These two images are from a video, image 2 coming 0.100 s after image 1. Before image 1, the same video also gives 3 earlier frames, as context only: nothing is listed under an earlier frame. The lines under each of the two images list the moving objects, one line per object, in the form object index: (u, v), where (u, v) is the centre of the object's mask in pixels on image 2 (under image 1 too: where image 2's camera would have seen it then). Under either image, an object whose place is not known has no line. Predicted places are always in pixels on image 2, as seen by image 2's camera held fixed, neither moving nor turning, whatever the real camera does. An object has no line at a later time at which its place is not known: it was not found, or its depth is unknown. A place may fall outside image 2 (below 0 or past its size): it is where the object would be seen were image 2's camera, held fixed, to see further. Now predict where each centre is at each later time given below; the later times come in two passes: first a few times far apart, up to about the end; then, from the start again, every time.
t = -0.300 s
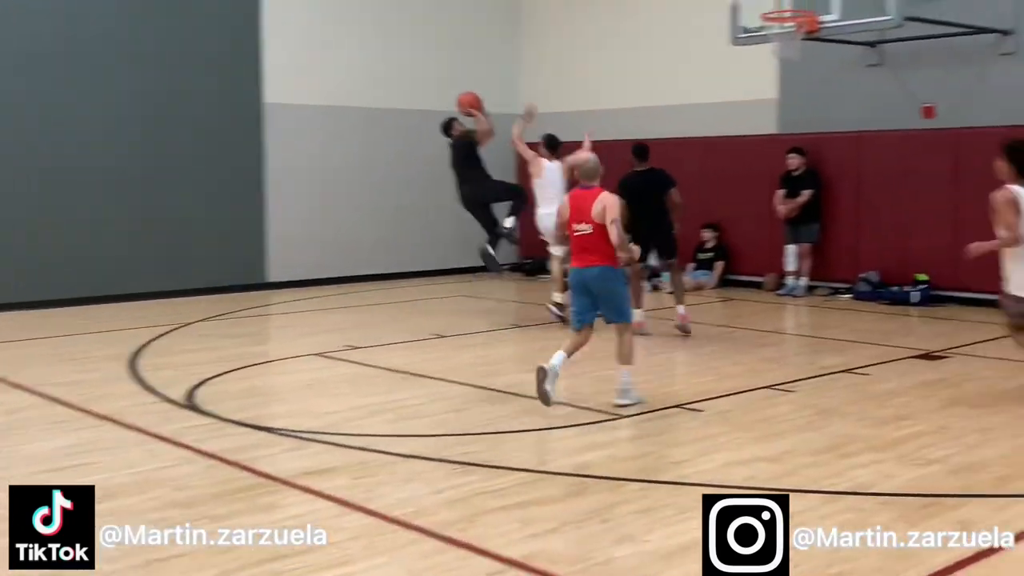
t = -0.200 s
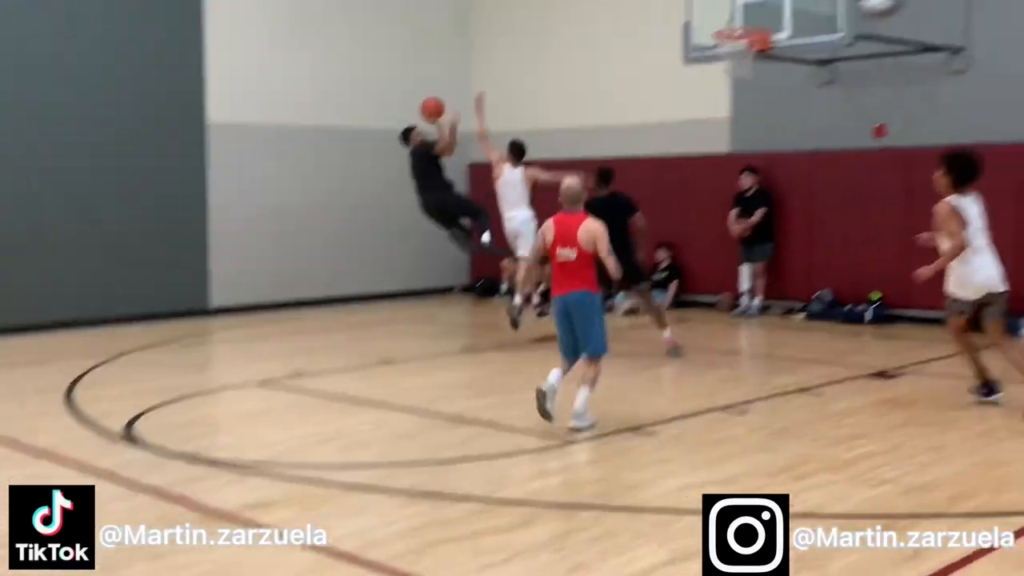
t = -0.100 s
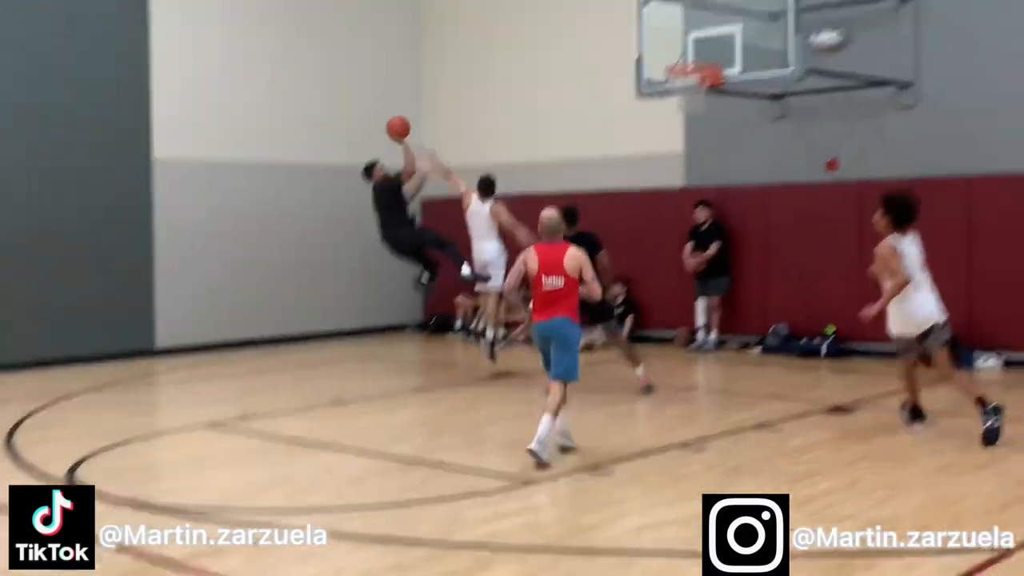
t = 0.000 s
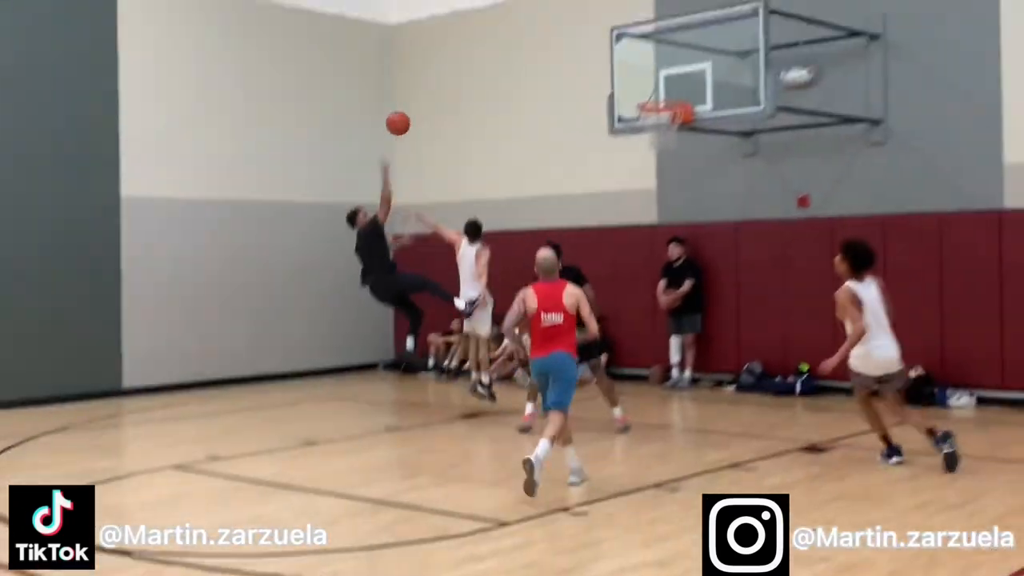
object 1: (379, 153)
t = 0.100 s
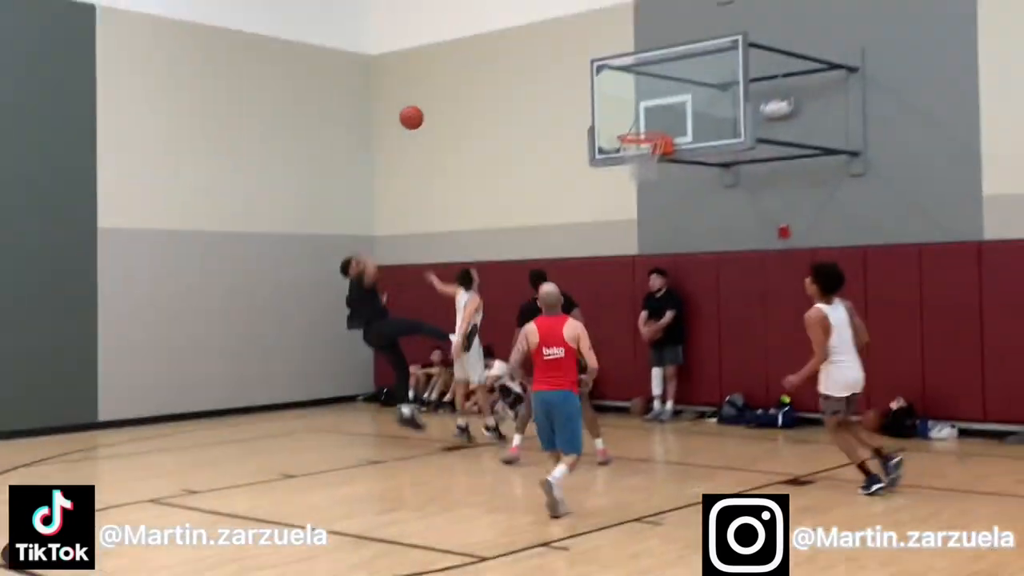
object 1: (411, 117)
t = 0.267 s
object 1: (466, 78)
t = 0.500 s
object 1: (545, 67)
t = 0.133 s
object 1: (422, 107)
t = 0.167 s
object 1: (433, 99)
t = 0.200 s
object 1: (444, 90)
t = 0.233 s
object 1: (455, 84)
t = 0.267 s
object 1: (466, 78)
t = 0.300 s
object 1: (477, 73)
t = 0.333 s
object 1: (488, 69)
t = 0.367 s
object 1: (499, 67)
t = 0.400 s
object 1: (511, 65)
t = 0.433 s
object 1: (522, 65)
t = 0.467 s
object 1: (532, 65)
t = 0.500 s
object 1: (545, 67)
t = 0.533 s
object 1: (556, 70)
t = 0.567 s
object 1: (567, 74)
